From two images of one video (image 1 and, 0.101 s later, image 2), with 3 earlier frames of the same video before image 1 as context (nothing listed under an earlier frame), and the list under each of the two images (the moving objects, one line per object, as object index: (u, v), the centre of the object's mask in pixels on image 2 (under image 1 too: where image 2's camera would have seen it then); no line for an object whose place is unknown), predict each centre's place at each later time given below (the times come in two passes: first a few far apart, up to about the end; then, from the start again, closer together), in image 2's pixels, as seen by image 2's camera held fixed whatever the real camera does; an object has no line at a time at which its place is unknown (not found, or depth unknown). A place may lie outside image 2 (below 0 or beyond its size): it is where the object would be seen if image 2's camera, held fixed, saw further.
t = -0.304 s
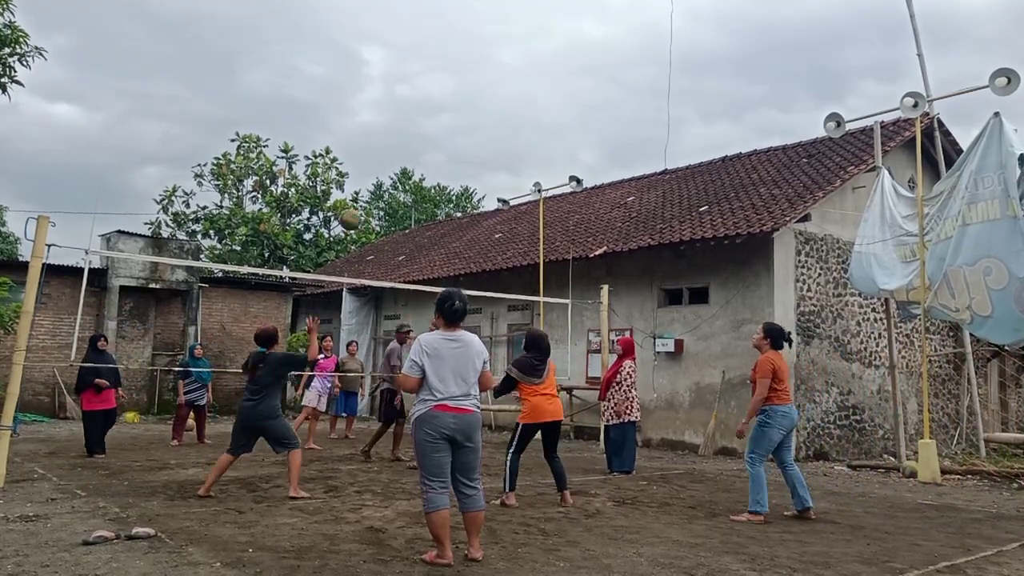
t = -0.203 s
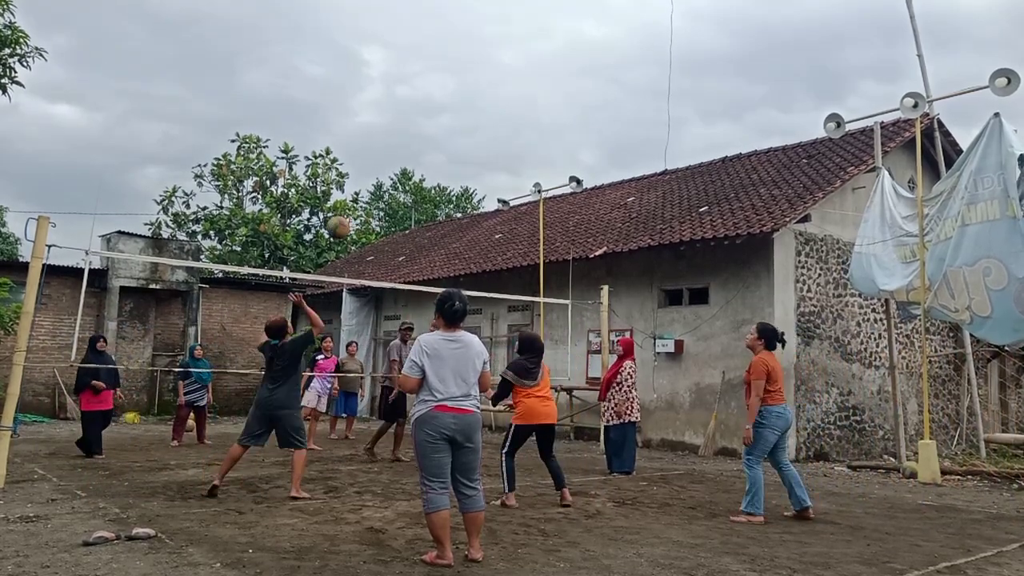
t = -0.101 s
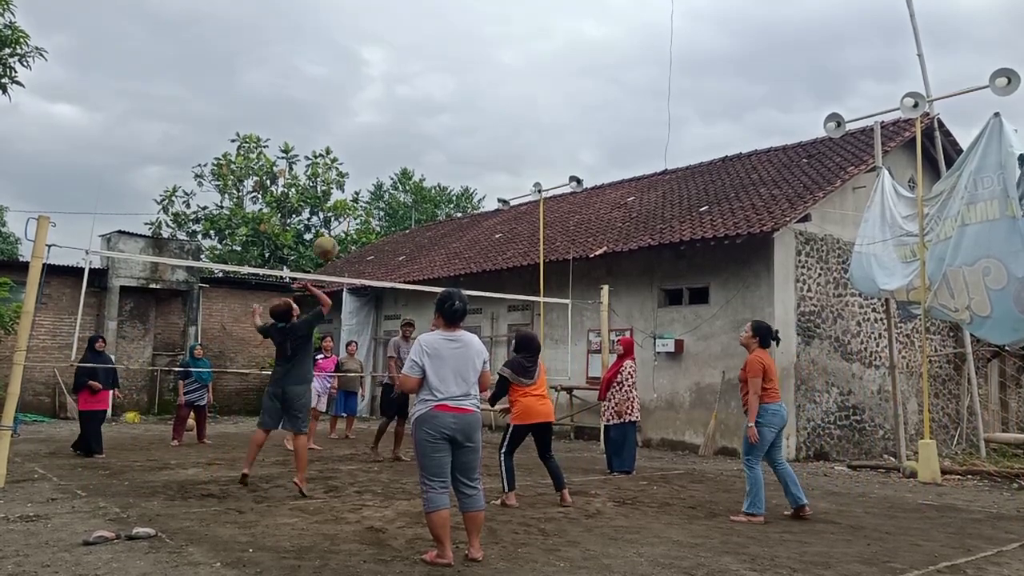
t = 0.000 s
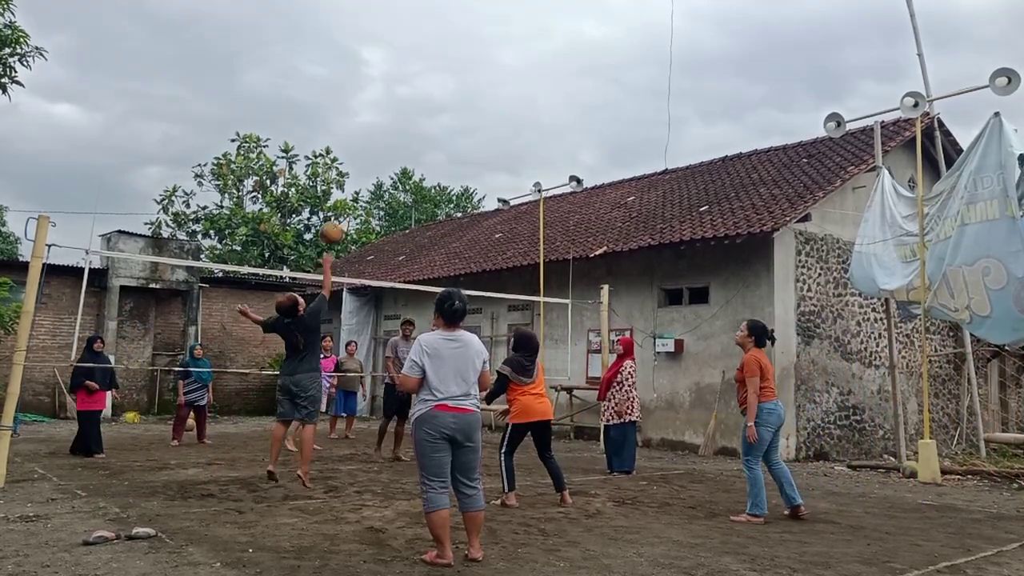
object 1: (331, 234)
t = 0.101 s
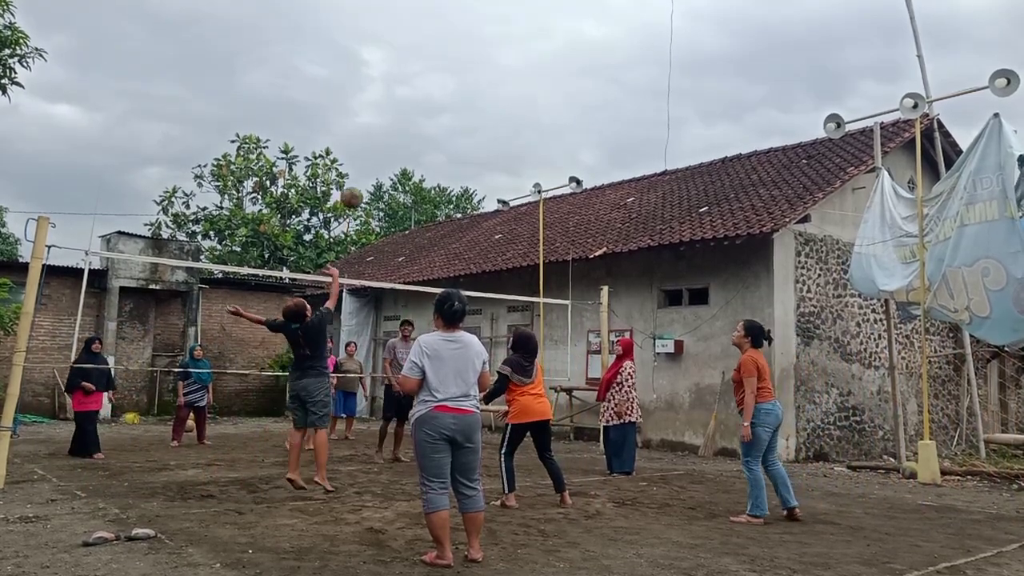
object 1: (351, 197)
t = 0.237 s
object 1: (372, 167)
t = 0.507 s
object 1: (404, 161)
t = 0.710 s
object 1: (420, 190)
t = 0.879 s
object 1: (432, 234)
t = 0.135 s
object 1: (357, 188)
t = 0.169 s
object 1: (362, 179)
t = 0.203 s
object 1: (368, 173)
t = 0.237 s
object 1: (372, 167)
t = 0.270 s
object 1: (377, 163)
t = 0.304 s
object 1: (381, 160)
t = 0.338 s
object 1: (386, 158)
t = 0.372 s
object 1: (390, 156)
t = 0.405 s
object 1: (393, 156)
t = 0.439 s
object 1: (397, 156)
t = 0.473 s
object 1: (401, 158)
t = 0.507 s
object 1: (404, 161)
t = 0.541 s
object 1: (407, 164)
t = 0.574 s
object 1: (410, 168)
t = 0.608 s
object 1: (413, 172)
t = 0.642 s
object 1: (416, 177)
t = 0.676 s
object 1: (418, 184)
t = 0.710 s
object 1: (420, 190)
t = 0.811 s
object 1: (429, 215)
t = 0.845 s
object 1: (429, 224)
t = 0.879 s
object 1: (432, 234)
